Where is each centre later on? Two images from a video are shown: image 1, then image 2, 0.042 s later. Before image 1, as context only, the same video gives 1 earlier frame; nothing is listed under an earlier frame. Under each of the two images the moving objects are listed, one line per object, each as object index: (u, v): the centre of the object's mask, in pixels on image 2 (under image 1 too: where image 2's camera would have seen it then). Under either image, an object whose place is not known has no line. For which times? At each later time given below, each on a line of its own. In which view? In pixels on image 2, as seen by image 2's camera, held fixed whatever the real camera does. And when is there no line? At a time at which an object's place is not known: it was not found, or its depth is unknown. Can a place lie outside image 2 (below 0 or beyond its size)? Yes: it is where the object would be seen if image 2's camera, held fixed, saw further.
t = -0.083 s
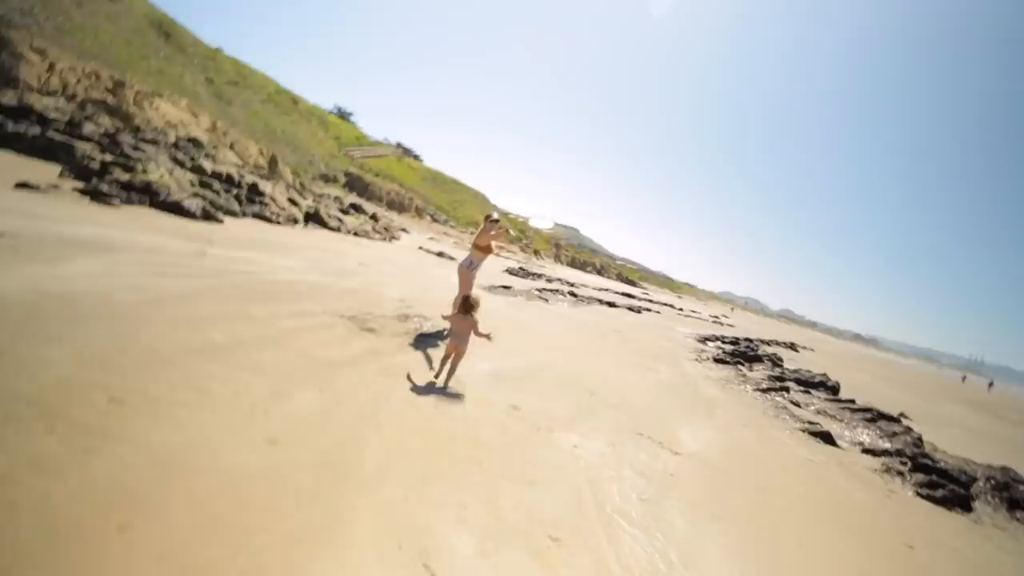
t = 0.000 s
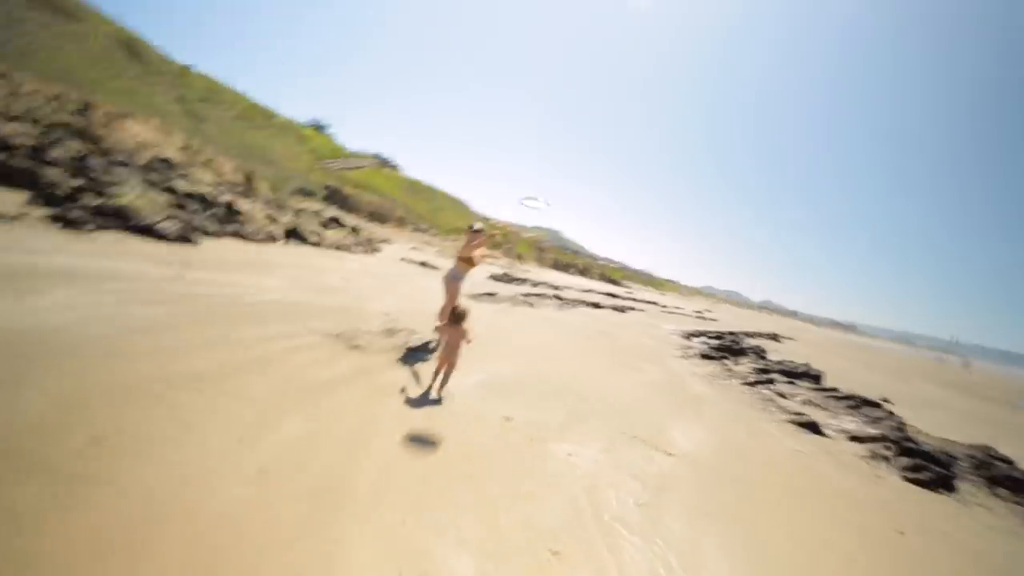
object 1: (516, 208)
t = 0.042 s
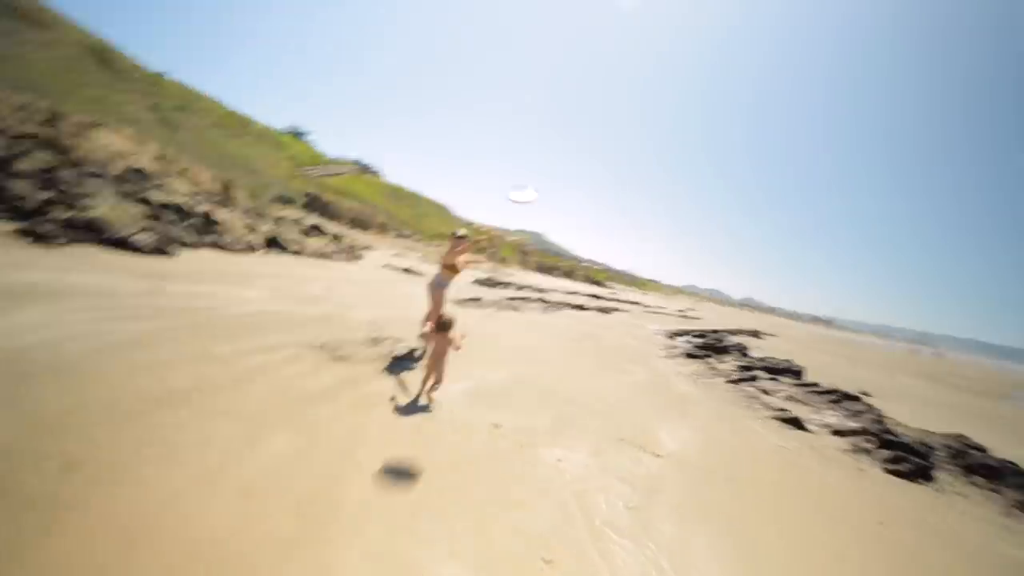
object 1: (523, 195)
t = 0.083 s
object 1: (530, 180)
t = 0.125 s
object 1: (538, 165)
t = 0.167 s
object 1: (547, 149)
